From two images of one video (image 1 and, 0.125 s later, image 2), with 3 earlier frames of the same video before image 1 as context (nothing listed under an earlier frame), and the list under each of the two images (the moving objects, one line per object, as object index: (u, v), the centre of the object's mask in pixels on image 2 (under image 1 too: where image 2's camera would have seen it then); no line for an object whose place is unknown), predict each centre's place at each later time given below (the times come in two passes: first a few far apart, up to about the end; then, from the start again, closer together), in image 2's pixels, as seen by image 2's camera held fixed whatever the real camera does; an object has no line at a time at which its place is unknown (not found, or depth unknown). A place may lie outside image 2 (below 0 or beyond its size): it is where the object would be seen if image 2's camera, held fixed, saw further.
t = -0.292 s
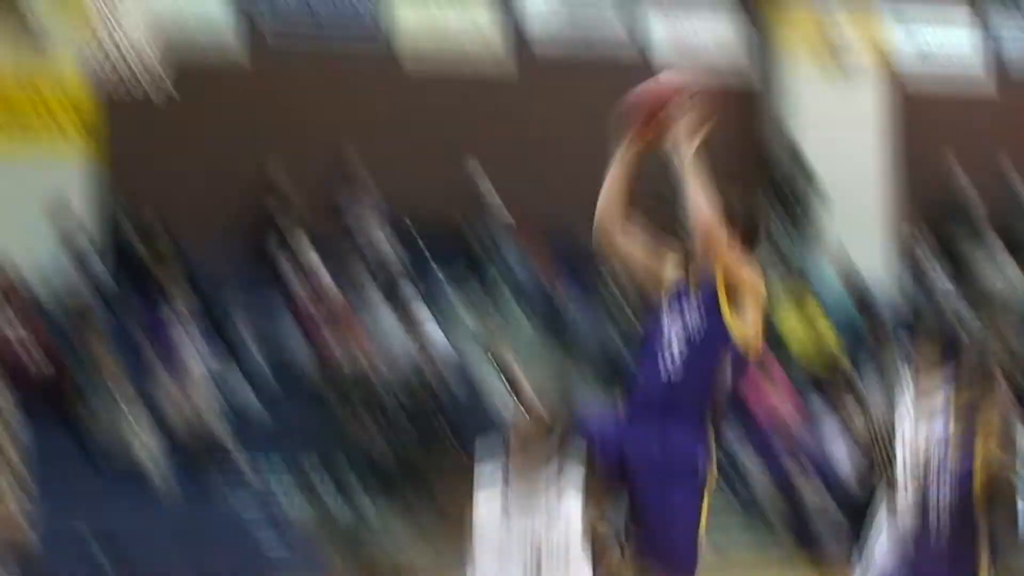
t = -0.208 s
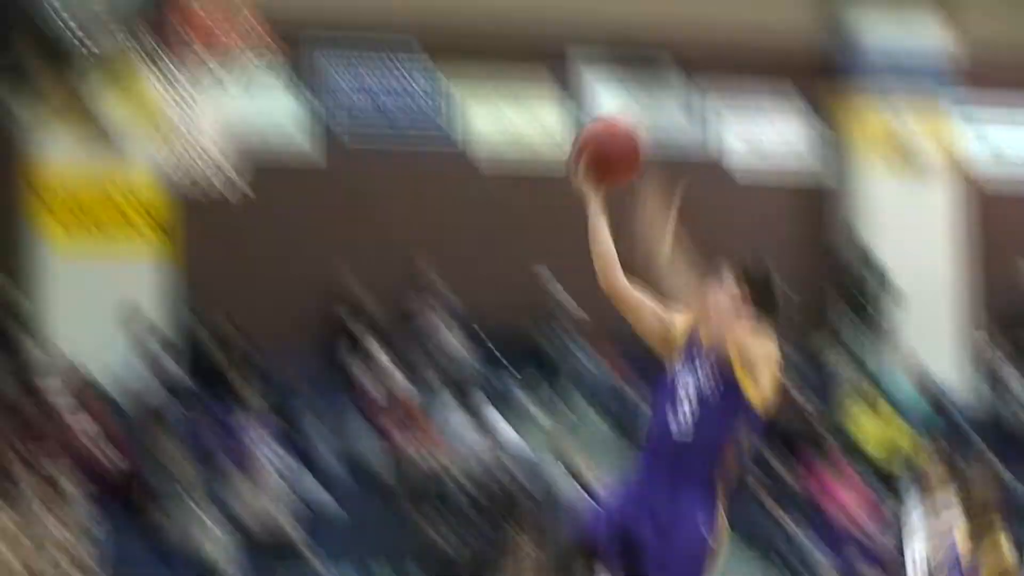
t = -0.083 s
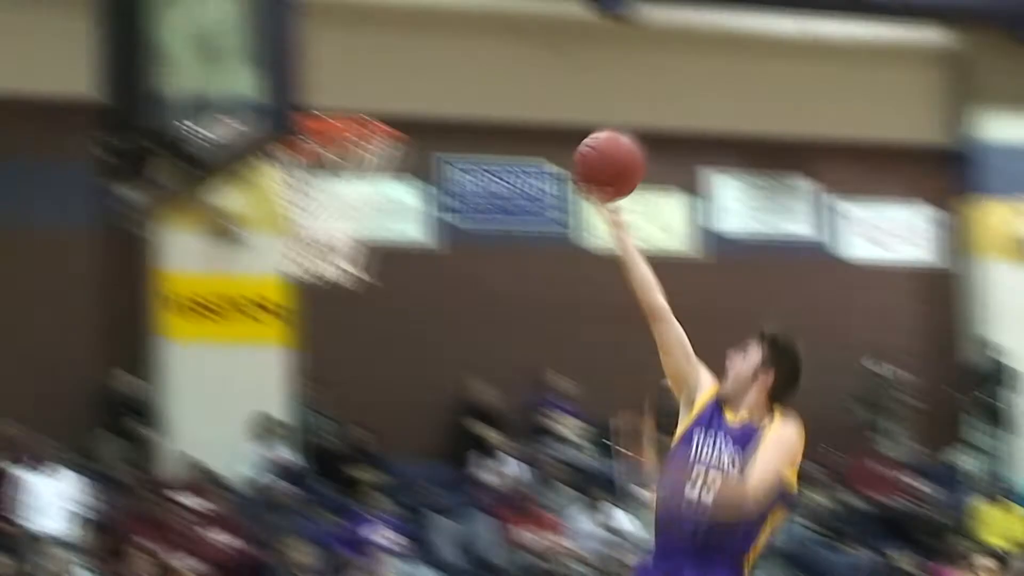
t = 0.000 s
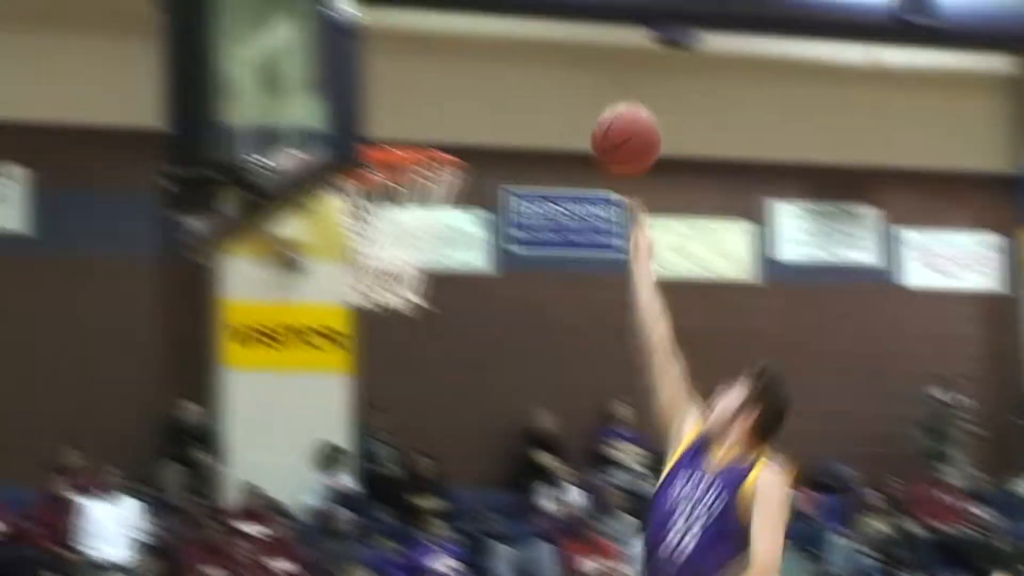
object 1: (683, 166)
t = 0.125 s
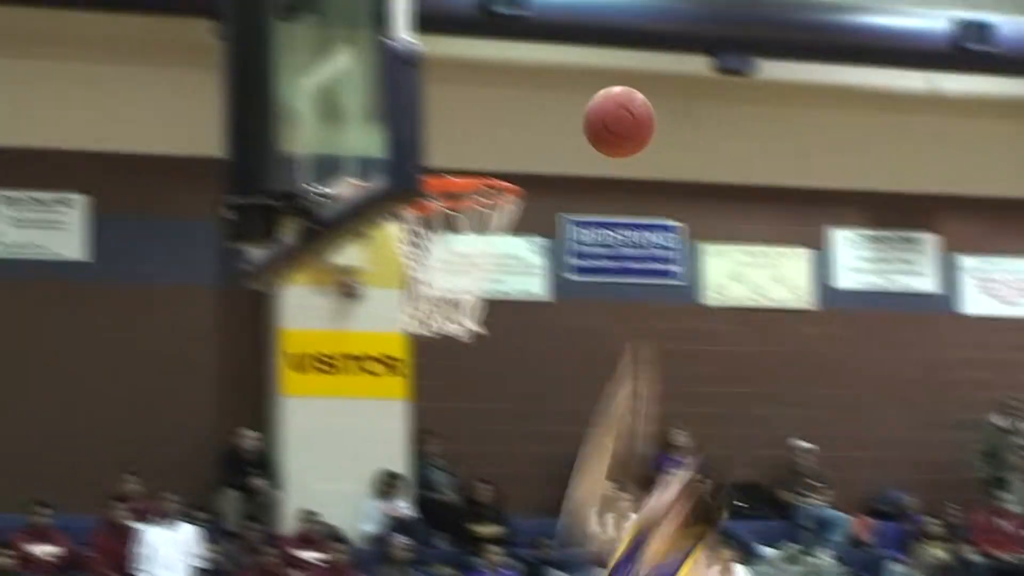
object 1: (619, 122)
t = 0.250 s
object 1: (556, 119)
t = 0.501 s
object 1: (431, 246)
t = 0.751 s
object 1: (383, 347)
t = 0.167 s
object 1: (599, 116)
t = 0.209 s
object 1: (577, 115)
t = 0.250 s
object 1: (556, 119)
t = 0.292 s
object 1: (536, 127)
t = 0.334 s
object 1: (515, 141)
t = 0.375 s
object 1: (496, 151)
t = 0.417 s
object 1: (475, 162)
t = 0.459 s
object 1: (454, 219)
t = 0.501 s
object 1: (431, 246)
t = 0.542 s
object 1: (409, 275)
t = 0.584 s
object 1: (400, 284)
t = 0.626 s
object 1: (394, 291)
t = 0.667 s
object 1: (389, 310)
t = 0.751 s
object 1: (383, 347)
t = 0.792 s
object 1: (377, 382)
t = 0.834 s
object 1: (371, 418)
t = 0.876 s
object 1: (365, 456)
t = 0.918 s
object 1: (360, 505)
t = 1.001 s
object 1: (345, 586)
